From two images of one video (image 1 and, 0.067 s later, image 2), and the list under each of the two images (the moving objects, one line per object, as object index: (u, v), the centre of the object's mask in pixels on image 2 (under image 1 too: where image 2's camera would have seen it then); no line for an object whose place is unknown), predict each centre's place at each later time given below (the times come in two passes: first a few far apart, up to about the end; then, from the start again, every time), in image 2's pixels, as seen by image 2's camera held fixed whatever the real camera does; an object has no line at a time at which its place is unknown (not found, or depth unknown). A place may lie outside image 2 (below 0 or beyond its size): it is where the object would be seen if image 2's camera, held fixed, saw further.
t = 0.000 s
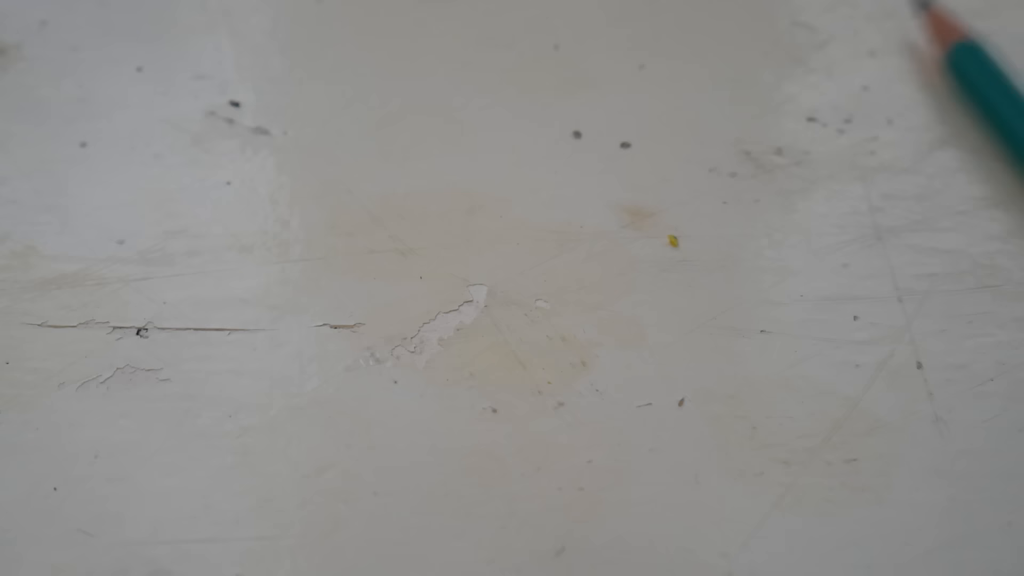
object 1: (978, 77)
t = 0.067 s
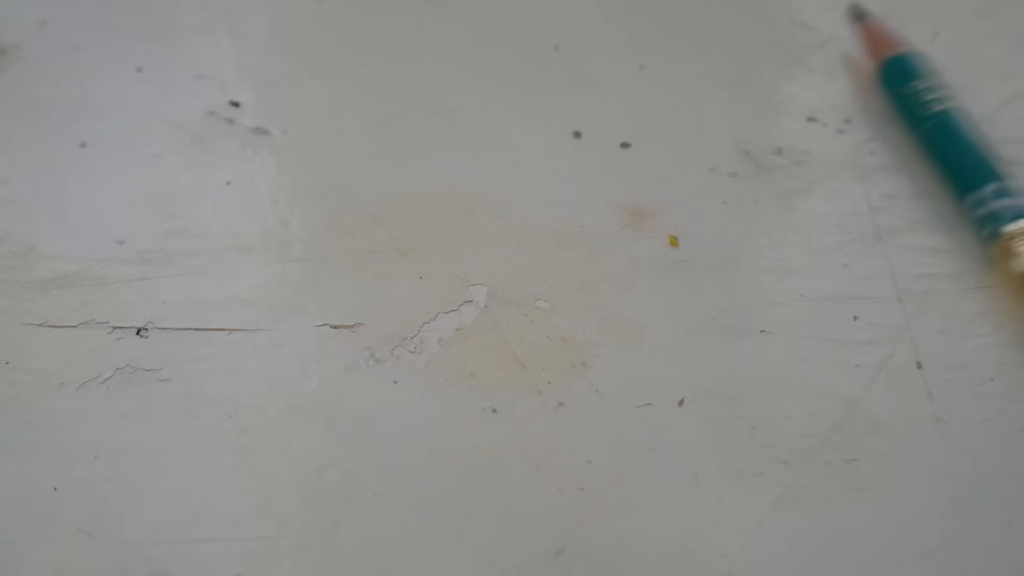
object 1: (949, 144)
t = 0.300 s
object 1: (791, 222)
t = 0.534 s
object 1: (667, 237)
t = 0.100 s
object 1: (935, 178)
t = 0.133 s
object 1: (920, 199)
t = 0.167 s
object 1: (893, 207)
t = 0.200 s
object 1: (867, 211)
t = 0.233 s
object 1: (840, 214)
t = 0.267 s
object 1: (816, 219)
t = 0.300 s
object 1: (791, 222)
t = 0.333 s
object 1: (768, 226)
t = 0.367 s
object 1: (745, 228)
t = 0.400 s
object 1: (724, 233)
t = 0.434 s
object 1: (706, 234)
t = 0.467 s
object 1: (686, 235)
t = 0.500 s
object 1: (674, 237)
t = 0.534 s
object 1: (667, 237)
